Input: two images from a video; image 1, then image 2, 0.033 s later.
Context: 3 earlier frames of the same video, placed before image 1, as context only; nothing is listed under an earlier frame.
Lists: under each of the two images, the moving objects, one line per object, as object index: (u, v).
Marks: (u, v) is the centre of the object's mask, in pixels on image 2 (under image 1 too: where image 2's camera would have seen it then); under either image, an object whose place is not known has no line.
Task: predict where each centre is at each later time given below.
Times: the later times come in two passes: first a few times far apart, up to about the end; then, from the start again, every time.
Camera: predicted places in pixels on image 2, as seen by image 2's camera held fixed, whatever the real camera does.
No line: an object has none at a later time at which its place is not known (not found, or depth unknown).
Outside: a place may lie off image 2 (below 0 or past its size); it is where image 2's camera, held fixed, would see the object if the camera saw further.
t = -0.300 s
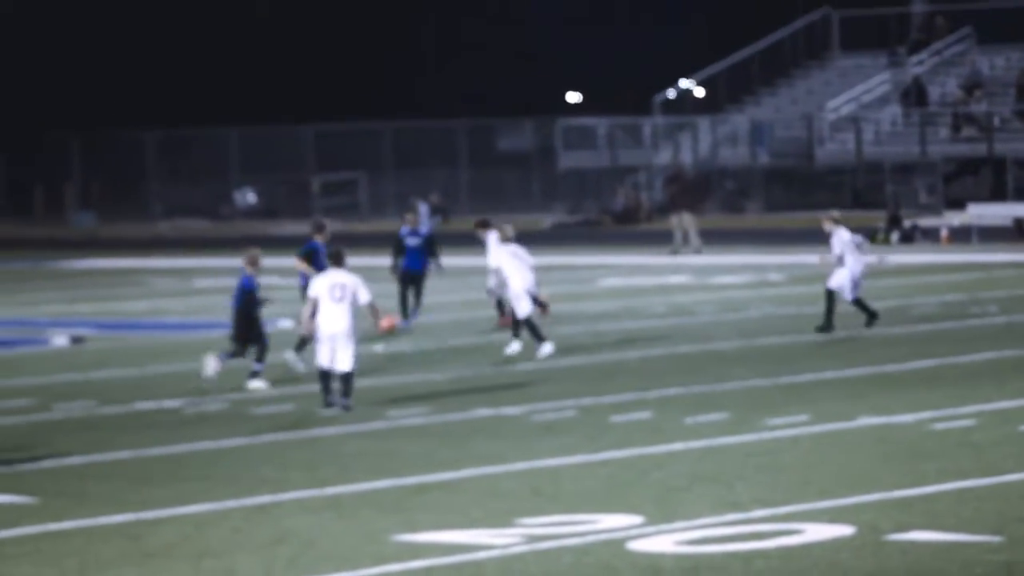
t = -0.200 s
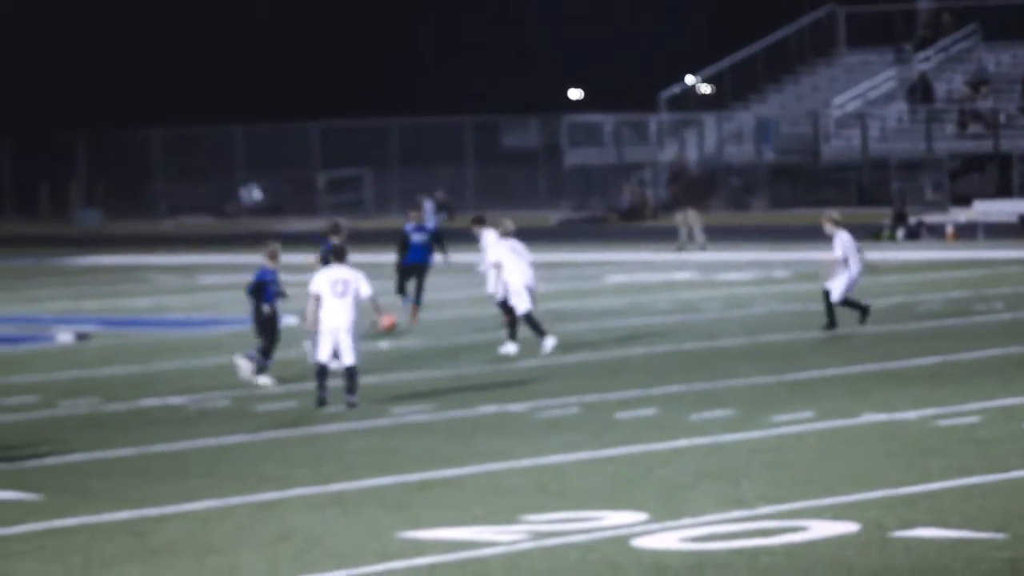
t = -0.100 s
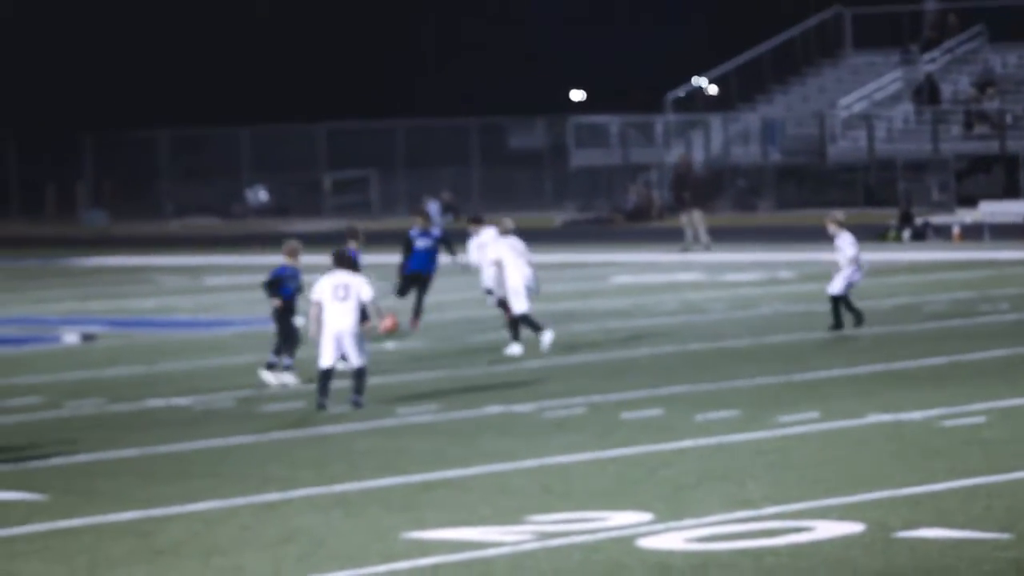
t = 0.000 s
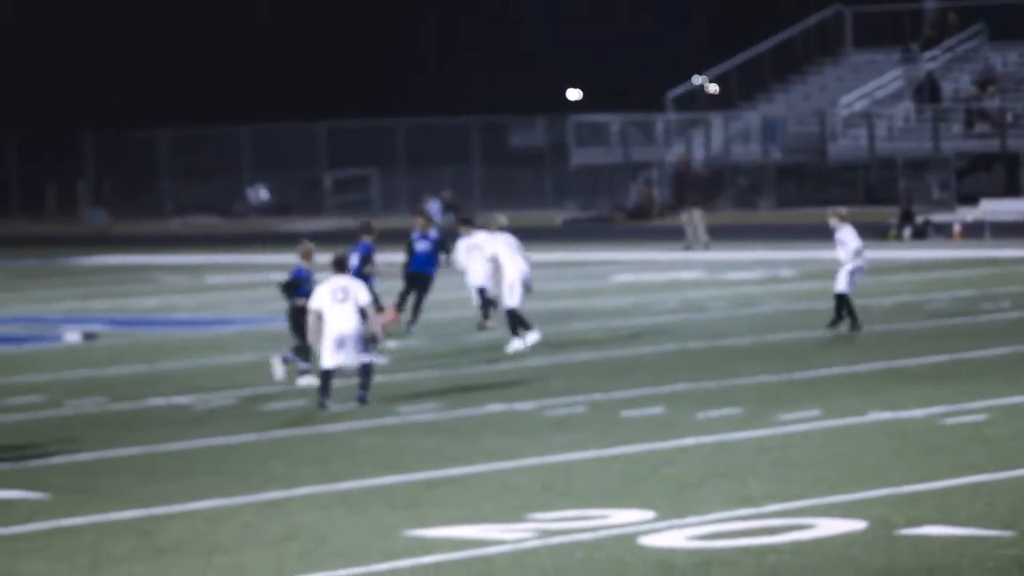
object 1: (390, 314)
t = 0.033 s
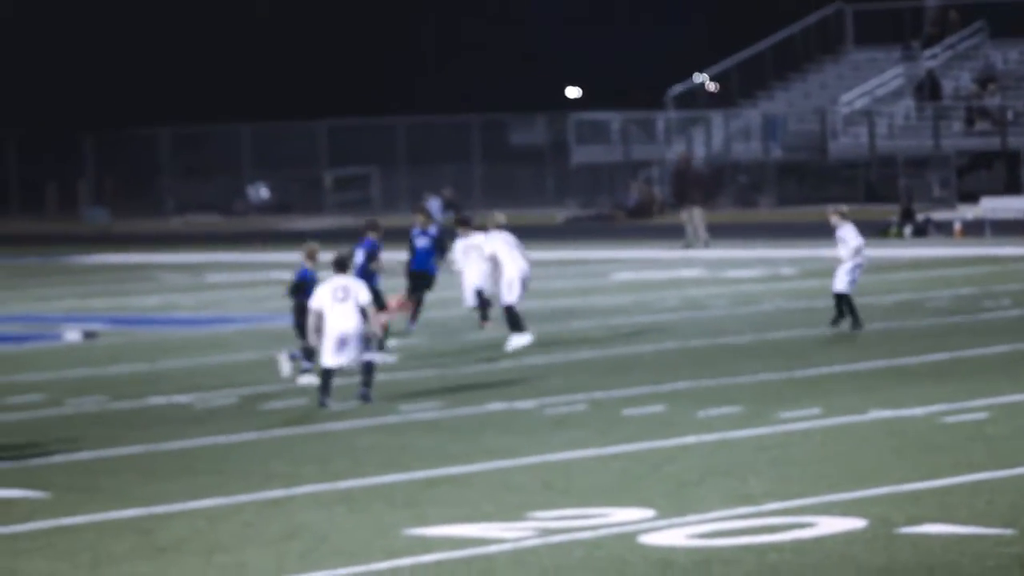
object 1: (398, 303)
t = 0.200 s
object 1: (421, 247)
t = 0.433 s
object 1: (465, 190)
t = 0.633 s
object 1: (503, 163)
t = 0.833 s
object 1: (546, 160)
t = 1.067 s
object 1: (602, 191)
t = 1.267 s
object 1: (660, 255)
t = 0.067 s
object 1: (403, 291)
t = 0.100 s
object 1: (406, 279)
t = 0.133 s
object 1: (410, 266)
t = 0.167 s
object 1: (417, 257)
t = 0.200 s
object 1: (421, 247)
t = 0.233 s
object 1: (428, 236)
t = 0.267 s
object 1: (431, 228)
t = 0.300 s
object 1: (438, 217)
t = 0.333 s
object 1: (447, 211)
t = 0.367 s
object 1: (452, 203)
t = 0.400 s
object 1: (459, 196)
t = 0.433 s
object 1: (465, 190)
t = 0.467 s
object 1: (470, 183)
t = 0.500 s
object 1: (476, 178)
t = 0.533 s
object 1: (483, 174)
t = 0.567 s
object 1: (490, 170)
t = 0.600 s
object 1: (497, 165)
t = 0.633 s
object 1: (503, 163)
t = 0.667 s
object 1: (509, 161)
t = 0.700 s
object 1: (516, 159)
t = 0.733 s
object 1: (524, 158)
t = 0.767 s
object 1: (532, 159)
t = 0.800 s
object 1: (539, 158)
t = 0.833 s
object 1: (546, 160)
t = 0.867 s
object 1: (554, 162)
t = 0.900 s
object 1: (561, 165)
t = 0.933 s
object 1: (569, 168)
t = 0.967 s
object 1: (578, 173)
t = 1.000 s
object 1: (586, 178)
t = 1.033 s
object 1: (594, 184)
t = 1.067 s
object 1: (602, 191)
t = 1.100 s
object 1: (611, 200)
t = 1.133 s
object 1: (622, 210)
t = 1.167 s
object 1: (630, 219)
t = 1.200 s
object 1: (640, 231)
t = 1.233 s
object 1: (650, 242)
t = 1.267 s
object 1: (660, 255)
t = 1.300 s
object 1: (669, 273)
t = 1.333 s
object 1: (680, 288)
